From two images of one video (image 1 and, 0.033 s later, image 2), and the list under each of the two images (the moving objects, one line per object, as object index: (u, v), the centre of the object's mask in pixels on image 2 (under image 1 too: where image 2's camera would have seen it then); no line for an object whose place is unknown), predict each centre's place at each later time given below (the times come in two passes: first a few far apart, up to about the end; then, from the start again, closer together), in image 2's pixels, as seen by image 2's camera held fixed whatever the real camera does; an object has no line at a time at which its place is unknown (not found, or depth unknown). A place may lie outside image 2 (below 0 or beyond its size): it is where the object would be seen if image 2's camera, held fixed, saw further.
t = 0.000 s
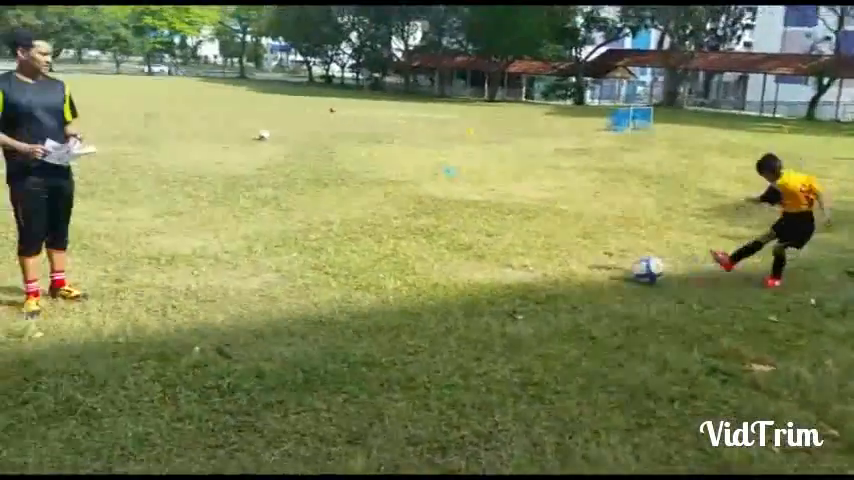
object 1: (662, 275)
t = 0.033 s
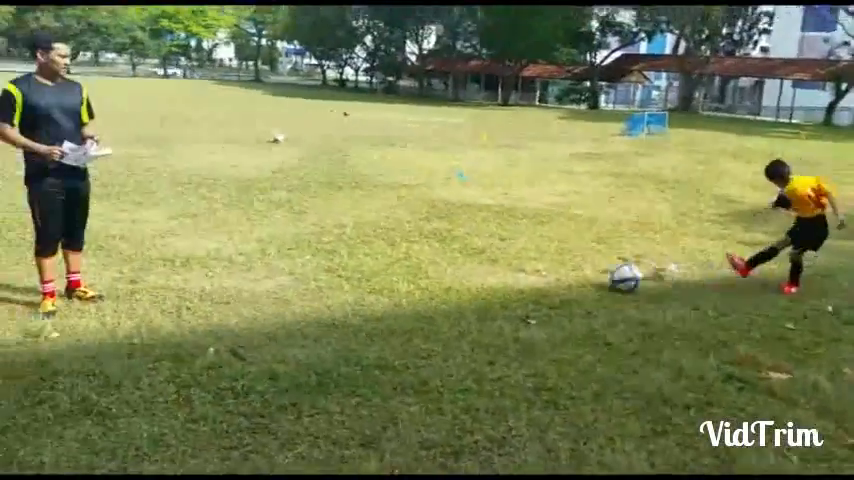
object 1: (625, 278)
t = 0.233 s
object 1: (385, 293)
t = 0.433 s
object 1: (117, 305)
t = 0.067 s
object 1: (590, 278)
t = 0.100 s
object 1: (553, 278)
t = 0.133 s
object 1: (512, 280)
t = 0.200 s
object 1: (430, 286)
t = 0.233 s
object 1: (385, 293)
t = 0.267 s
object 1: (339, 299)
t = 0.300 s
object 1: (295, 302)
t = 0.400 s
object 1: (162, 303)
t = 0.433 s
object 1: (117, 305)
